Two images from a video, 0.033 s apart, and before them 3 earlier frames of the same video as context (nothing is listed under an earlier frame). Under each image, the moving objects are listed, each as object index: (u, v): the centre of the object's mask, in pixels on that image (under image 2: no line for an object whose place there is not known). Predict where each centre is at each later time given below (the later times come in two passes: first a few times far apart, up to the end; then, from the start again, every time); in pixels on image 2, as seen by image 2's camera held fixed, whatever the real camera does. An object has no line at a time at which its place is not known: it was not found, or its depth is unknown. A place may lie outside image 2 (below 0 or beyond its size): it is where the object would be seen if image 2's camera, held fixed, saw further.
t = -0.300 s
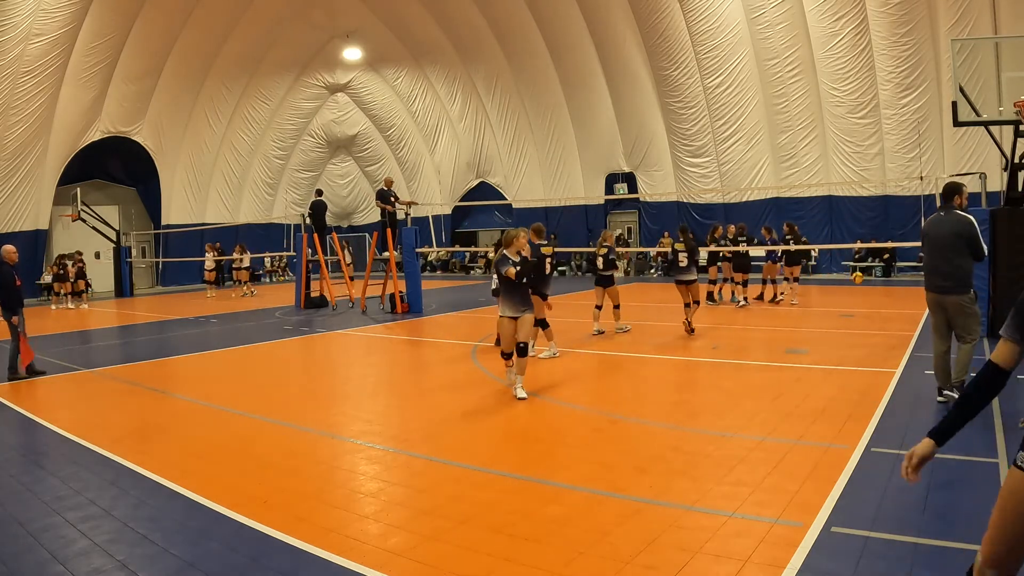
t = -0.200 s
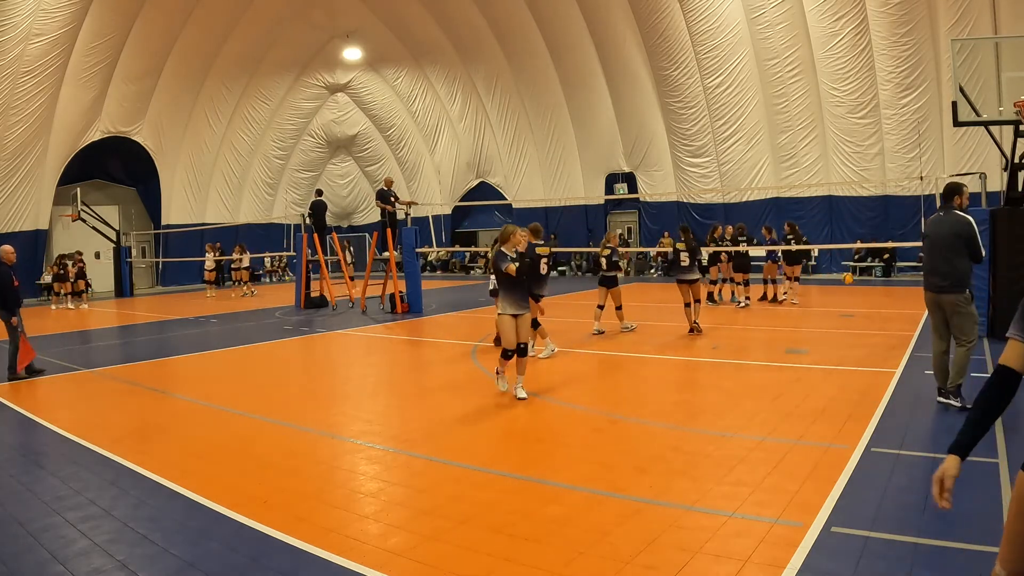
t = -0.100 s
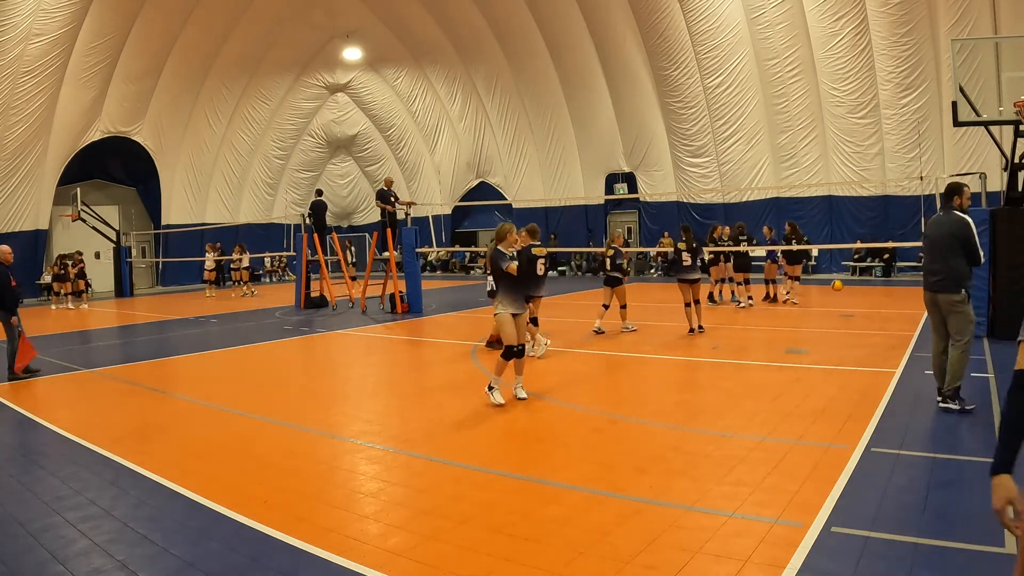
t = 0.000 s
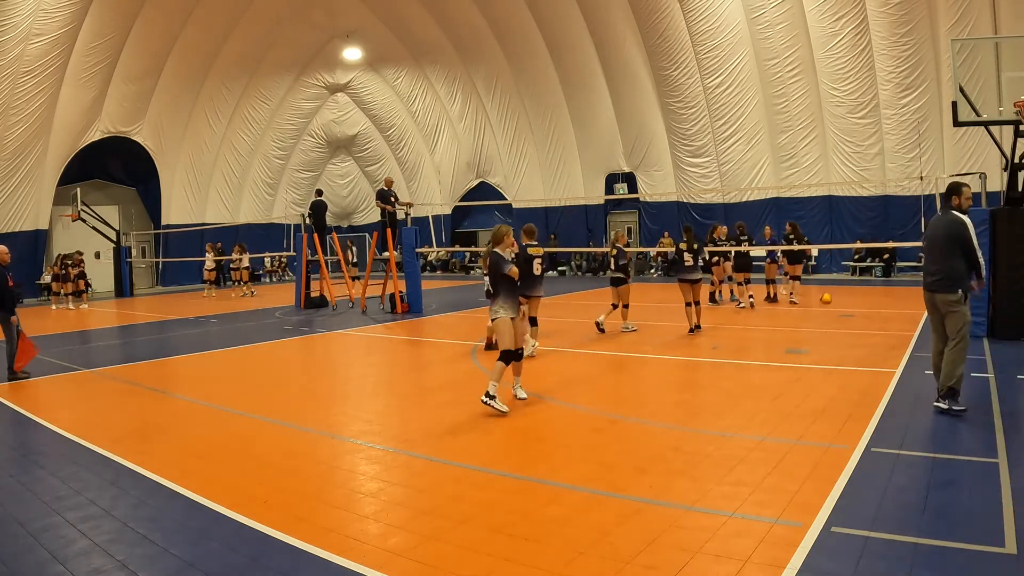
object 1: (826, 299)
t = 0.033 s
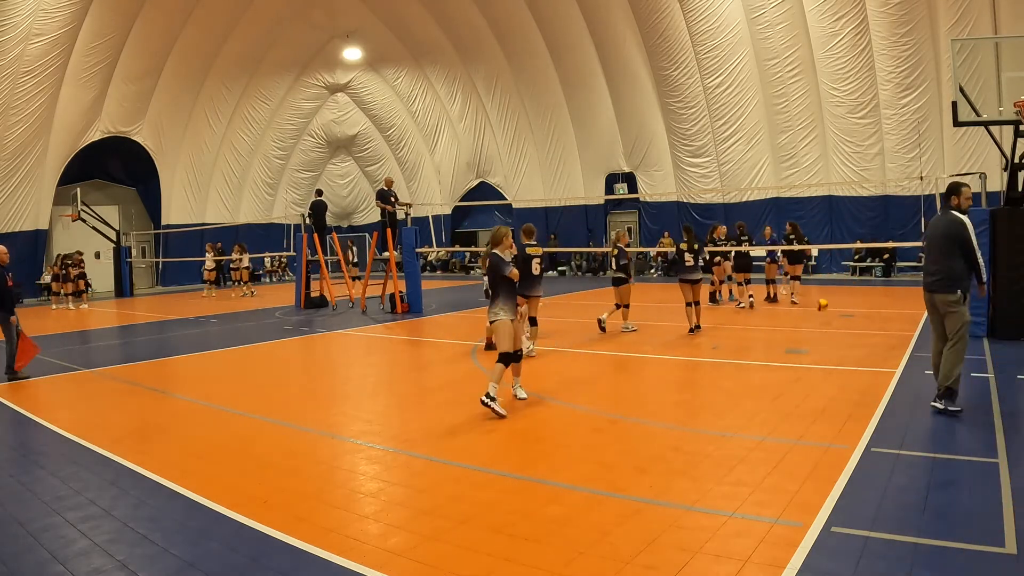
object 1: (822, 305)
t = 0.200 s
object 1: (800, 310)
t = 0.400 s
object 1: (770, 311)
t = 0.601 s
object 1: (735, 342)
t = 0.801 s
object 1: (694, 334)
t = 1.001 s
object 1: (644, 359)
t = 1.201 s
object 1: (586, 364)
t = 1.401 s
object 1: (516, 396)
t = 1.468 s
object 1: (492, 398)
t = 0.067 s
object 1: (817, 311)
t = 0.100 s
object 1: (813, 320)
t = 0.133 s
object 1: (809, 317)
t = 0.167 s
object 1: (805, 314)
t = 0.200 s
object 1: (800, 310)
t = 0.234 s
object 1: (796, 309)
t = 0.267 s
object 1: (791, 307)
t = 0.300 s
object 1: (785, 307)
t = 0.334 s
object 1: (781, 307)
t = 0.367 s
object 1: (776, 308)
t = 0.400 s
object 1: (770, 311)
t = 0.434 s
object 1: (765, 313)
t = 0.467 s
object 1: (759, 317)
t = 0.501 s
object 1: (753, 321)
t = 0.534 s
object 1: (747, 327)
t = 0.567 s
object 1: (742, 333)
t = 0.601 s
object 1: (735, 342)
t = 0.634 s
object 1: (728, 341)
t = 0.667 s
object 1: (722, 338)
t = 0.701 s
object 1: (715, 336)
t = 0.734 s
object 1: (708, 333)
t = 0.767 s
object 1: (700, 334)
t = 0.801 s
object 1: (694, 334)
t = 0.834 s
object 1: (685, 336)
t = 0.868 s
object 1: (678, 337)
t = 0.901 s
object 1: (669, 341)
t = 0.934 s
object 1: (662, 346)
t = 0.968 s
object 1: (653, 352)
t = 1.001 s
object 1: (644, 359)
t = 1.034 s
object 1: (636, 368)
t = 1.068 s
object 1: (626, 368)
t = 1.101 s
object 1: (617, 366)
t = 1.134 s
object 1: (606, 364)
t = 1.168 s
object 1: (596, 364)
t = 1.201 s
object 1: (586, 364)
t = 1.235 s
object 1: (576, 367)
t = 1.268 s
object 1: (564, 370)
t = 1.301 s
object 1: (553, 375)
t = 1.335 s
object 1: (541, 380)
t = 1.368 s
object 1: (530, 388)
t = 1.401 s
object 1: (516, 396)
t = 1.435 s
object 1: (505, 401)
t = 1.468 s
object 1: (492, 398)
